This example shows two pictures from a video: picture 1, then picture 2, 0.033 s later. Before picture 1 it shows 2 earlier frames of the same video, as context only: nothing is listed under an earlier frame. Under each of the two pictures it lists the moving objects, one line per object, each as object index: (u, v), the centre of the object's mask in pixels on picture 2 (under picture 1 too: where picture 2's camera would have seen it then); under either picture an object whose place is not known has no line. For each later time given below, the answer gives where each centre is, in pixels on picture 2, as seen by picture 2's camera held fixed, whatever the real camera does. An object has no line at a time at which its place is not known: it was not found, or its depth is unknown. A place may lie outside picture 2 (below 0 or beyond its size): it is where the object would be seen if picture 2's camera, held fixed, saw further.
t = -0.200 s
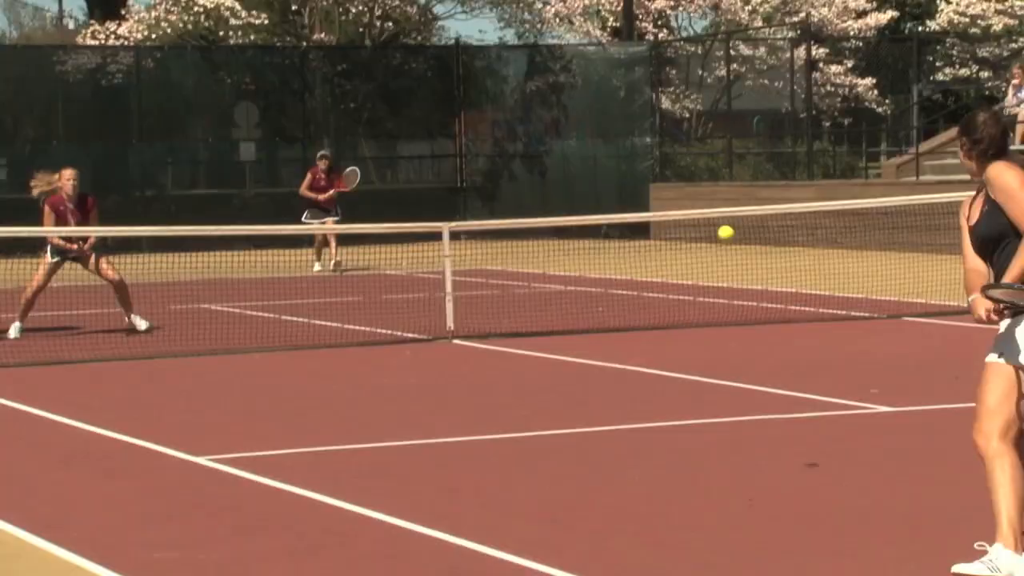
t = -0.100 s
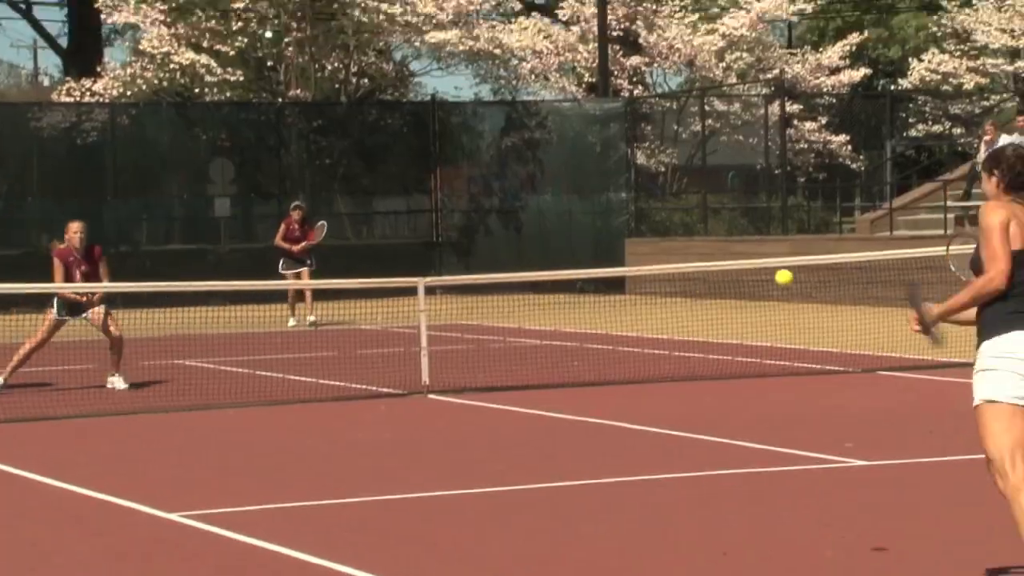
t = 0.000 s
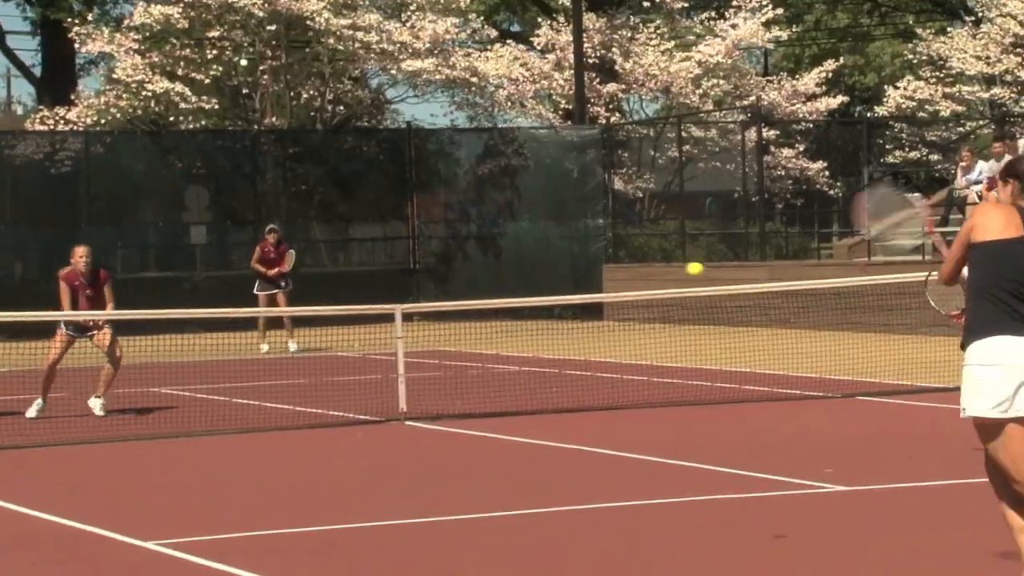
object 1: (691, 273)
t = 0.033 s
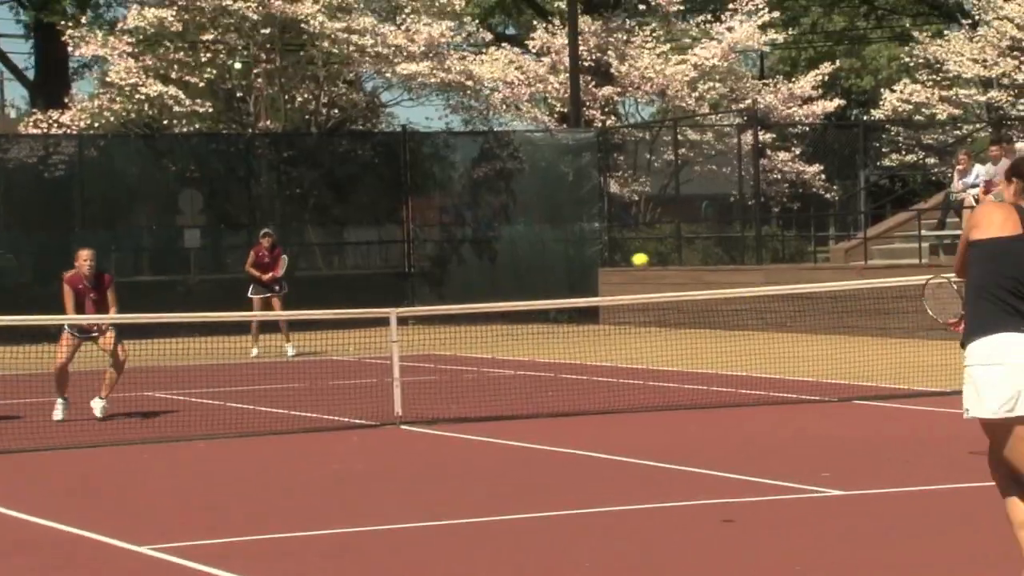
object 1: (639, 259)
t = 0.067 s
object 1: (595, 252)
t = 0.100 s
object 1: (555, 245)
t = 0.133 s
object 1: (520, 241)
